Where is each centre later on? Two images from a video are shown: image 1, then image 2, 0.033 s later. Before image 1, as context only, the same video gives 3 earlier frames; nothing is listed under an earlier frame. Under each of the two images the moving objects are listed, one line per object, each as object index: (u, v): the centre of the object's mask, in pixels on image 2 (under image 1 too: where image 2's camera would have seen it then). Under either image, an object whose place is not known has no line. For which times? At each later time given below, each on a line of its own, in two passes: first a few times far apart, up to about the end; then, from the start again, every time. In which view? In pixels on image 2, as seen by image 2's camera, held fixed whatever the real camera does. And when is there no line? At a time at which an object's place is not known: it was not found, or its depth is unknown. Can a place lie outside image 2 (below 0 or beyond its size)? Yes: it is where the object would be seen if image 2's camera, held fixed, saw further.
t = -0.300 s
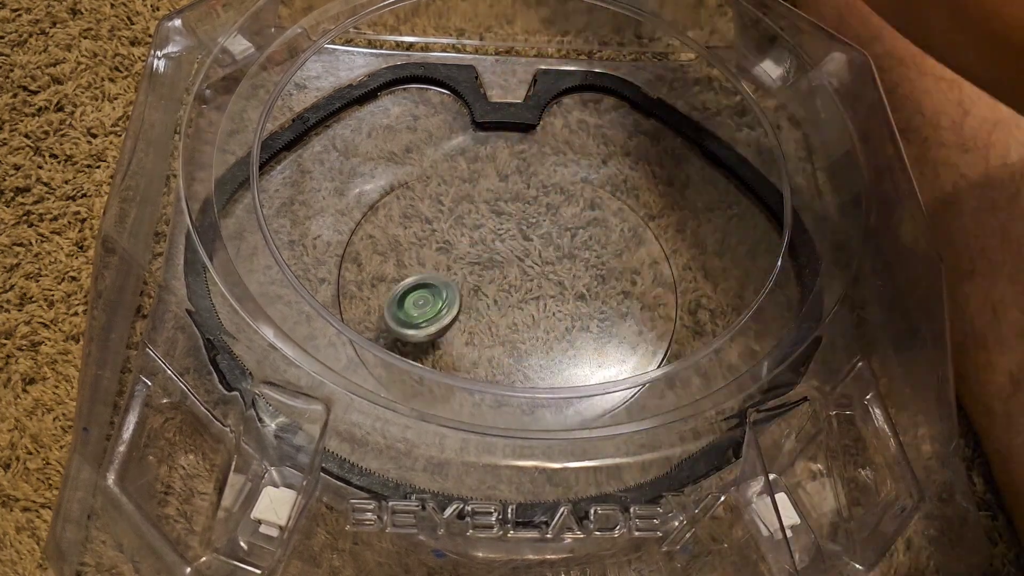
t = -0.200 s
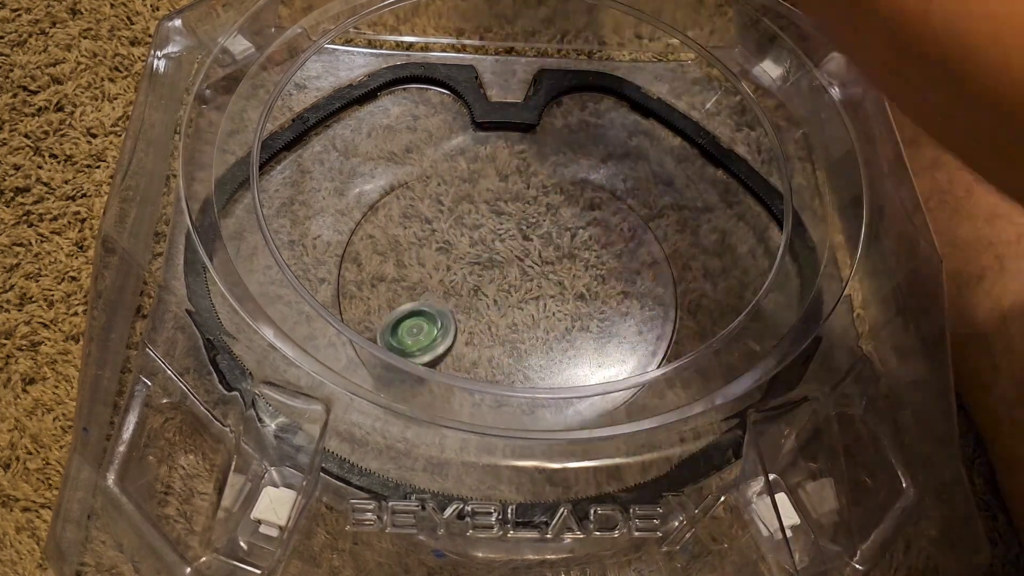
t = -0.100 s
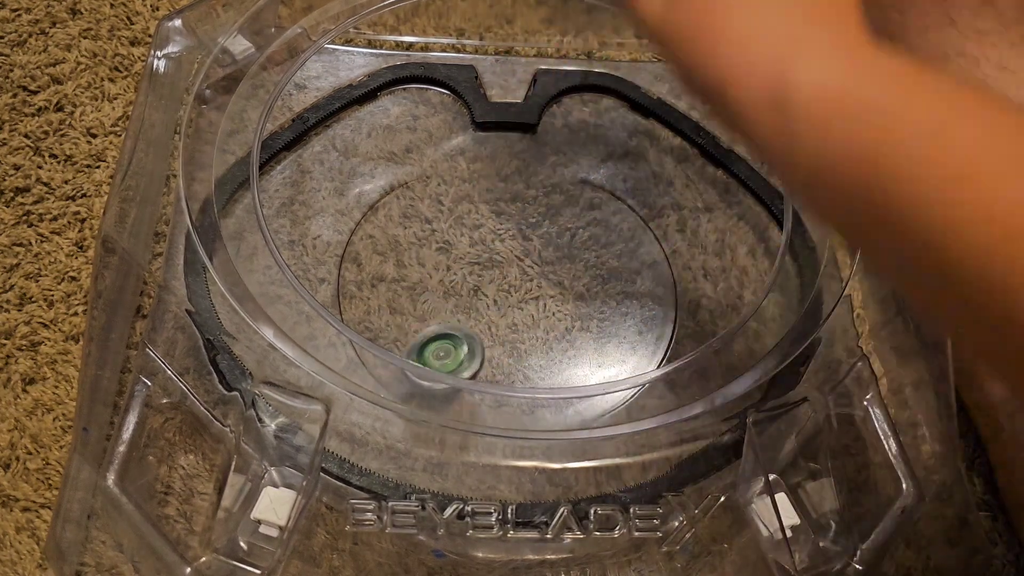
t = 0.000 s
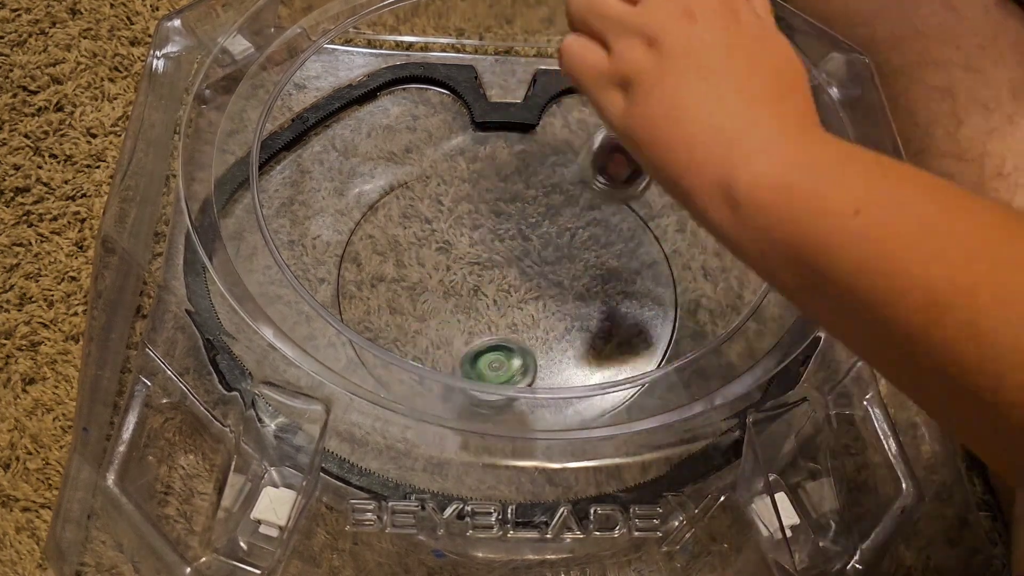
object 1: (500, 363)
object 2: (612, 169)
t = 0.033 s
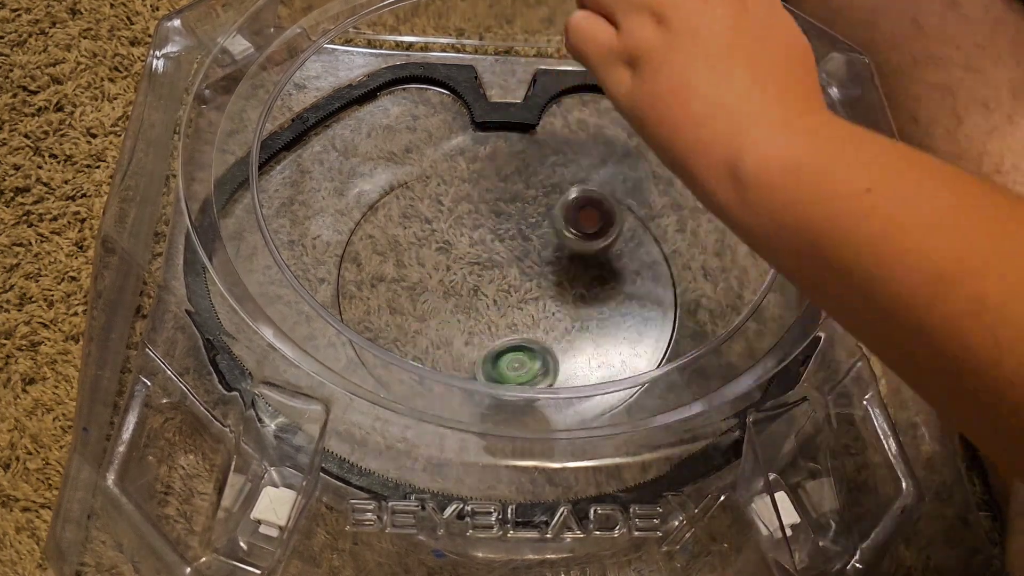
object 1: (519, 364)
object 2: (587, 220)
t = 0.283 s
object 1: (636, 313)
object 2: (426, 285)
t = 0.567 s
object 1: (506, 241)
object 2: (481, 353)
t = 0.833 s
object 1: (347, 263)
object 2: (678, 291)
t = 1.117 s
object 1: (497, 367)
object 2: (720, 185)
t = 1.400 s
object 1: (619, 332)
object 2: (780, 222)
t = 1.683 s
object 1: (467, 171)
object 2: (772, 338)
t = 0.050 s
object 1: (529, 364)
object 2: (578, 216)
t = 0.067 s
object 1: (539, 363)
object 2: (567, 214)
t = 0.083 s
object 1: (549, 362)
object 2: (553, 215)
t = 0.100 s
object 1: (559, 360)
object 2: (542, 218)
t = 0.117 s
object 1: (569, 358)
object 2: (529, 225)
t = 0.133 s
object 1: (579, 356)
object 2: (516, 234)
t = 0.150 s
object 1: (588, 353)
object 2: (502, 246)
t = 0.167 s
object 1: (598, 349)
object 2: (491, 250)
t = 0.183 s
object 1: (607, 345)
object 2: (481, 254)
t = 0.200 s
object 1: (614, 340)
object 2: (469, 260)
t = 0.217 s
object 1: (621, 335)
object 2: (460, 264)
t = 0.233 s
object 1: (626, 329)
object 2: (450, 269)
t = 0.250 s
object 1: (631, 324)
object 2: (441, 275)
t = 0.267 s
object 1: (634, 318)
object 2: (433, 280)
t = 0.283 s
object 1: (636, 313)
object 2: (426, 285)
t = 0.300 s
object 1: (636, 308)
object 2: (420, 291)
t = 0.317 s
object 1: (636, 303)
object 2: (415, 296)
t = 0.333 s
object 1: (634, 297)
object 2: (410, 302)
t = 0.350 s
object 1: (630, 292)
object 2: (408, 306)
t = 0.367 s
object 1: (626, 287)
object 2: (405, 313)
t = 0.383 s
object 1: (621, 282)
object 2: (406, 317)
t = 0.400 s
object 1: (614, 277)
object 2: (407, 321)
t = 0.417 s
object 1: (605, 272)
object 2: (409, 324)
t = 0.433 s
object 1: (597, 268)
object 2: (413, 328)
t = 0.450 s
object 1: (588, 264)
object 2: (418, 332)
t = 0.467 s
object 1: (577, 259)
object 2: (424, 335)
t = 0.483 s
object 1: (567, 255)
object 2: (431, 339)
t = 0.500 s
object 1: (555, 252)
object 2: (440, 343)
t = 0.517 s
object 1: (543, 249)
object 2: (448, 346)
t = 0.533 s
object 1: (531, 245)
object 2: (459, 349)
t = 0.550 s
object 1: (519, 242)
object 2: (470, 352)
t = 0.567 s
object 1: (506, 241)
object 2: (481, 353)
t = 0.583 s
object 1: (492, 238)
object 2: (493, 355)
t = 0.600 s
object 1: (480, 238)
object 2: (507, 356)
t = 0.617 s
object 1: (467, 236)
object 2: (519, 356)
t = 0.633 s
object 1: (454, 235)
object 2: (533, 356)
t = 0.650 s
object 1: (442, 235)
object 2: (547, 356)
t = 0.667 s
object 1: (430, 234)
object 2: (561, 354)
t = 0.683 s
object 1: (418, 235)
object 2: (576, 351)
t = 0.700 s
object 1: (406, 236)
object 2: (590, 348)
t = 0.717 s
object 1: (397, 237)
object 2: (605, 344)
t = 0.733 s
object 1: (387, 240)
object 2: (618, 339)
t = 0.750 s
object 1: (378, 242)
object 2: (632, 334)
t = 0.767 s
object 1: (369, 245)
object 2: (644, 326)
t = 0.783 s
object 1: (362, 248)
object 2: (656, 319)
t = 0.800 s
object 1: (356, 252)
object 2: (667, 312)
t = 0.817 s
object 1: (351, 257)
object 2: (674, 302)
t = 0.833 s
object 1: (347, 263)
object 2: (678, 291)
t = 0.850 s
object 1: (343, 269)
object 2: (681, 283)
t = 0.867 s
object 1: (342, 276)
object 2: (683, 277)
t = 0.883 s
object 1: (345, 282)
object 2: (686, 267)
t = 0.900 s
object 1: (351, 289)
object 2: (688, 260)
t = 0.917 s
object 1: (356, 295)
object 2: (690, 252)
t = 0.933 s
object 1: (364, 303)
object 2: (693, 244)
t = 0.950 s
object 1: (373, 310)
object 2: (694, 237)
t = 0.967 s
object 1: (383, 317)
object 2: (696, 230)
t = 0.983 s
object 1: (393, 324)
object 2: (699, 224)
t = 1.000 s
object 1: (404, 331)
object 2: (702, 217)
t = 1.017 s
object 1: (416, 338)
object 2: (704, 211)
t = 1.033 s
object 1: (429, 344)
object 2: (707, 205)
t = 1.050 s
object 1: (441, 350)
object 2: (709, 201)
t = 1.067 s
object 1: (456, 355)
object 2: (712, 196)
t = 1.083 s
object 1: (467, 359)
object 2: (715, 191)
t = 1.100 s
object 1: (482, 363)
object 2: (718, 188)
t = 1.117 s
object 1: (497, 367)
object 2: (720, 185)
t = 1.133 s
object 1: (509, 369)
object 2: (723, 183)
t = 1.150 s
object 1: (524, 379)
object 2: (726, 181)
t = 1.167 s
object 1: (538, 382)
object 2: (730, 180)
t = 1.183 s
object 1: (550, 383)
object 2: (733, 179)
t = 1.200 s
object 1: (562, 384)
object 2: (736, 179)
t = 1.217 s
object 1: (573, 384)
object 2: (739, 179)
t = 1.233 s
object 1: (583, 382)
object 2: (742, 181)
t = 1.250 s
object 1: (591, 380)
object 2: (745, 182)
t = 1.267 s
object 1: (599, 379)
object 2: (748, 185)
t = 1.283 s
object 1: (606, 373)
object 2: (751, 188)
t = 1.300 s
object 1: (608, 364)
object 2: (753, 191)
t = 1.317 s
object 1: (613, 360)
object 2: (756, 195)
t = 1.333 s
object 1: (617, 357)
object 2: (758, 200)
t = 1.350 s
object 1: (620, 352)
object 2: (769, 204)
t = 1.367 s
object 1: (622, 347)
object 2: (775, 209)
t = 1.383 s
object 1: (621, 341)
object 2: (778, 215)
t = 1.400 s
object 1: (619, 332)
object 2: (780, 222)
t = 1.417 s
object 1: (616, 321)
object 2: (783, 229)
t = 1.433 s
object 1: (611, 313)
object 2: (789, 236)
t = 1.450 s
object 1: (607, 304)
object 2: (789, 243)
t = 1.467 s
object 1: (600, 294)
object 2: (791, 250)
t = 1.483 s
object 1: (593, 284)
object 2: (793, 258)
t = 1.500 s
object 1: (585, 272)
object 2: (792, 264)
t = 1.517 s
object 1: (576, 263)
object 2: (792, 271)
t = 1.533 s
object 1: (566, 252)
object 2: (791, 278)
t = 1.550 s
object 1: (556, 243)
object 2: (797, 288)
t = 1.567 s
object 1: (547, 233)
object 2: (795, 295)
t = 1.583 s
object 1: (536, 223)
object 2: (793, 302)
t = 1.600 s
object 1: (524, 213)
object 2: (791, 309)
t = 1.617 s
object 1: (514, 204)
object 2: (788, 315)
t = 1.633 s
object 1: (502, 194)
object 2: (785, 323)
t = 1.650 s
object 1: (491, 185)
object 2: (782, 328)
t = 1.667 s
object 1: (478, 178)
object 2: (777, 333)
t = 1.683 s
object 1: (467, 171)
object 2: (772, 338)
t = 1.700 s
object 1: (455, 166)
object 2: (766, 343)
